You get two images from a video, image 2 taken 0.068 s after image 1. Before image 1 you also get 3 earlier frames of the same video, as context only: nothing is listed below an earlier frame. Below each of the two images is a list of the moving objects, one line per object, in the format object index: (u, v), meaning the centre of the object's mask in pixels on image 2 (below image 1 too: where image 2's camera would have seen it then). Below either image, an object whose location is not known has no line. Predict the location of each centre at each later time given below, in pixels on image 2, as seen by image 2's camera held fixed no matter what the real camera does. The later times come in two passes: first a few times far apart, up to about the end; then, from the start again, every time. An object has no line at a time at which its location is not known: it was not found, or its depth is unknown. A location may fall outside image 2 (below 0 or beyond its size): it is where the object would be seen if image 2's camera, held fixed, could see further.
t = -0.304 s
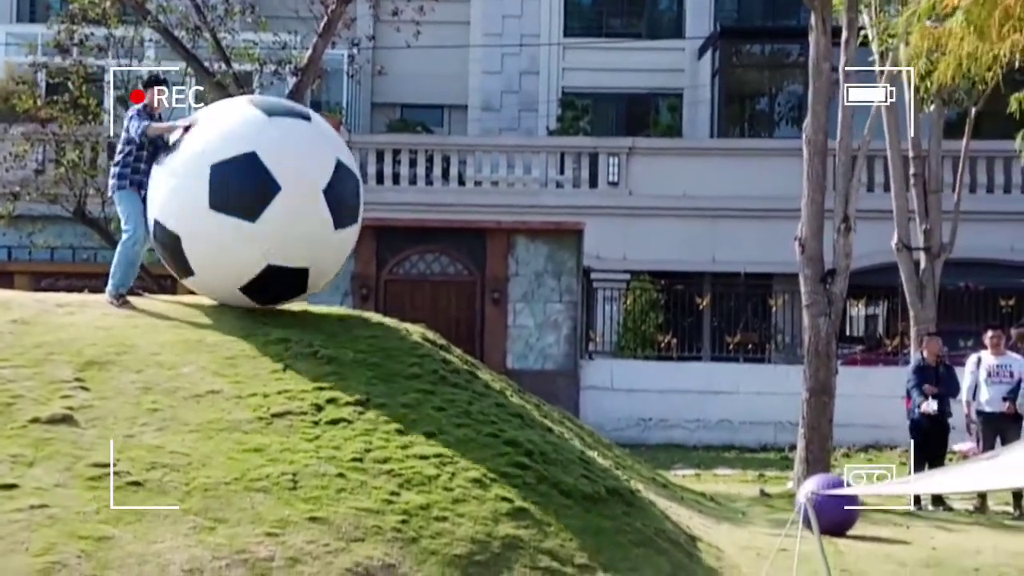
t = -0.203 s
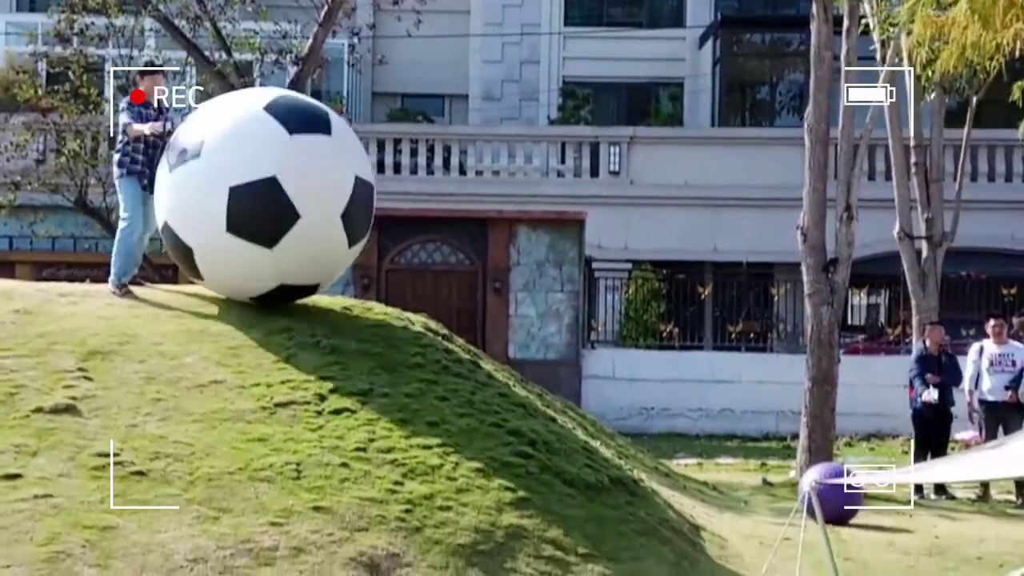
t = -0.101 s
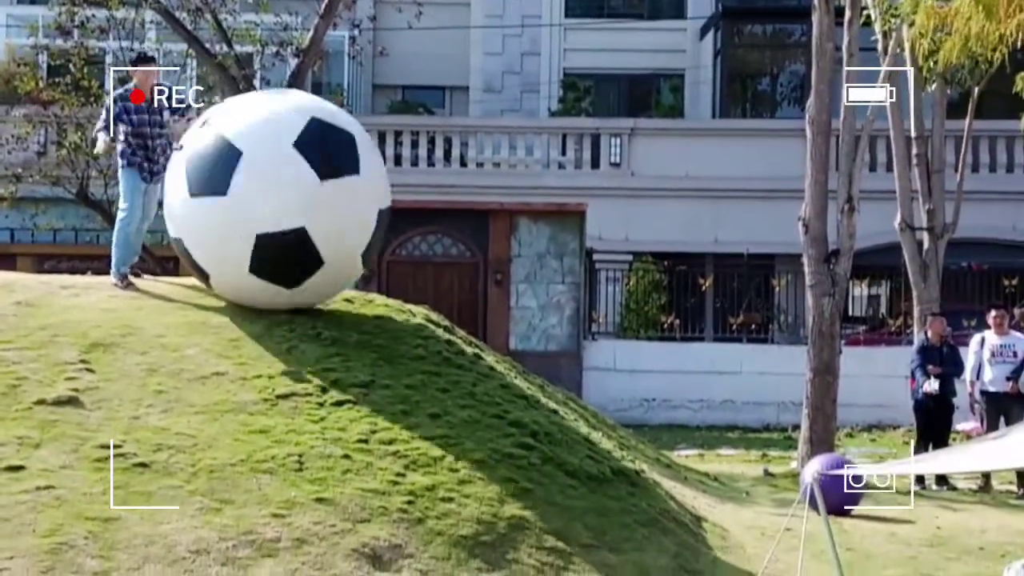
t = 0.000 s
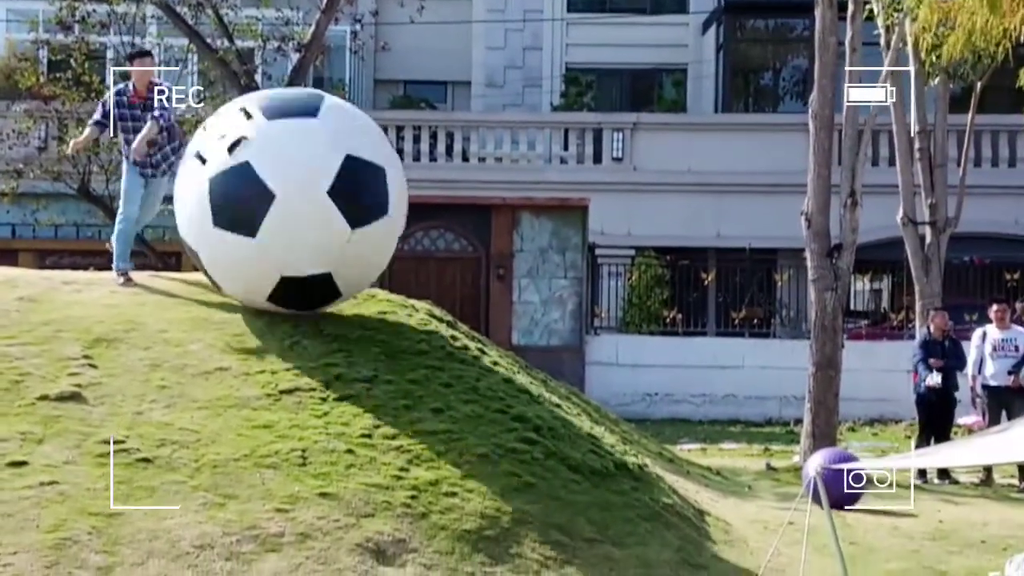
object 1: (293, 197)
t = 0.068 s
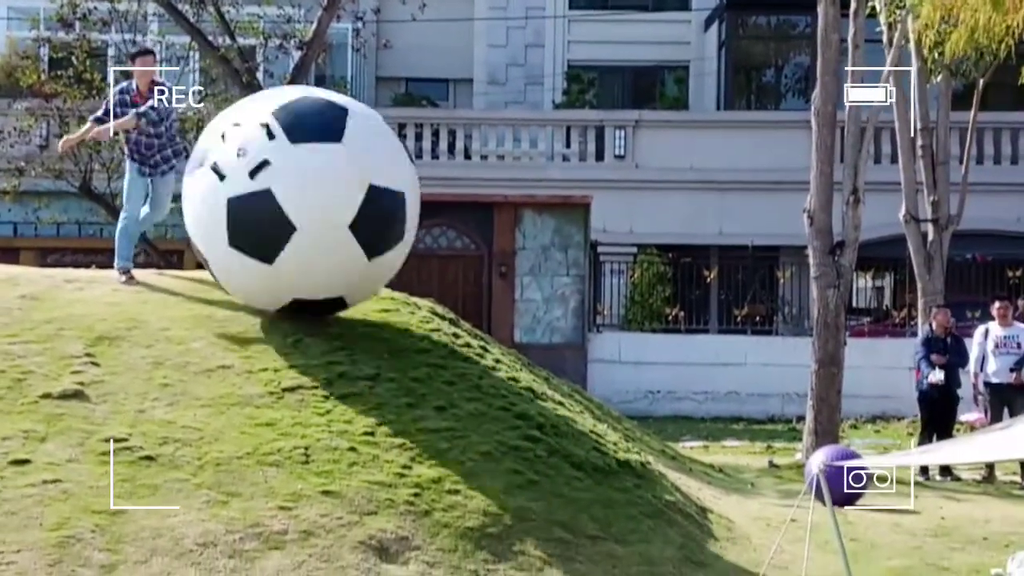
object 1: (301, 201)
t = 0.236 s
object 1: (320, 223)
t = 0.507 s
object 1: (356, 266)
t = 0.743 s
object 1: (394, 329)
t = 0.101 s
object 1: (304, 203)
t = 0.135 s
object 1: (308, 206)
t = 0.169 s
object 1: (312, 211)
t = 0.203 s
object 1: (316, 217)
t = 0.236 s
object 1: (320, 223)
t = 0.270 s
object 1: (323, 230)
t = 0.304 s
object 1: (326, 239)
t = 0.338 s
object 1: (330, 245)
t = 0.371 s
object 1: (335, 248)
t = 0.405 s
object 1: (340, 251)
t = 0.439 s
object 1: (344, 254)
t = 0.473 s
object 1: (350, 259)
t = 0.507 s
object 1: (356, 266)
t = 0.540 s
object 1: (362, 274)
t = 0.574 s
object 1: (368, 284)
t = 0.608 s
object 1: (373, 294)
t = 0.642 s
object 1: (377, 305)
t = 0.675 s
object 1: (382, 315)
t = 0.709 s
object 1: (388, 323)
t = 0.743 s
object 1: (394, 329)
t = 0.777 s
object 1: (401, 336)
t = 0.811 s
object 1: (408, 345)
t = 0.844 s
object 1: (415, 355)
